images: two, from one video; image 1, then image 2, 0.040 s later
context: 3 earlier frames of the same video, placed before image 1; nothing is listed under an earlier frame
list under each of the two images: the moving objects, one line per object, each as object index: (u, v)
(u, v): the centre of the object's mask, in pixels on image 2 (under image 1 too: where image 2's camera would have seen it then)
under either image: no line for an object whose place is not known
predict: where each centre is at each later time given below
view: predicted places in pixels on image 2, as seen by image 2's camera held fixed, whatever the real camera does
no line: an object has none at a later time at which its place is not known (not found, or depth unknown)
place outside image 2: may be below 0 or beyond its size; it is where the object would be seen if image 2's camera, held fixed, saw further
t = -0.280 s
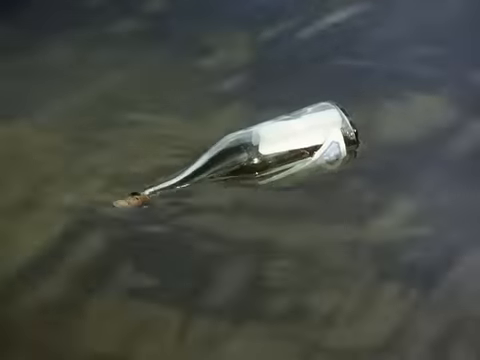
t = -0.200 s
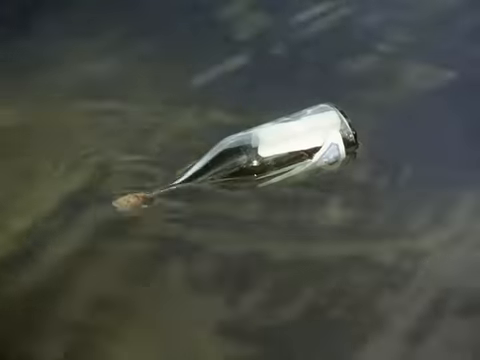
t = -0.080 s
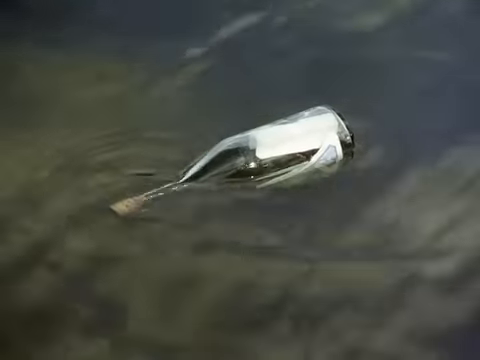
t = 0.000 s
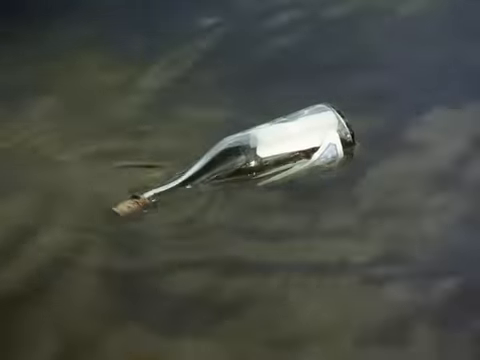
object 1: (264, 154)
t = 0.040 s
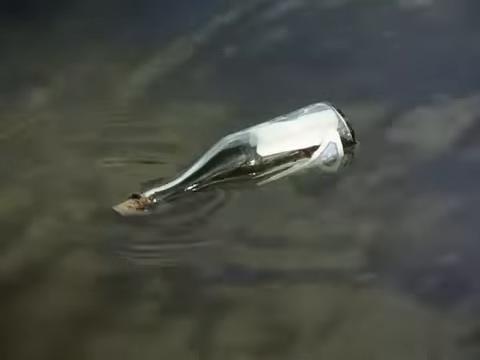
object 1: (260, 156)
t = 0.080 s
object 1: (261, 157)
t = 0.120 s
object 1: (263, 155)
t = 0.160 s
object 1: (264, 154)
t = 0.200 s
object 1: (266, 153)
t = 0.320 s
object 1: (266, 152)
